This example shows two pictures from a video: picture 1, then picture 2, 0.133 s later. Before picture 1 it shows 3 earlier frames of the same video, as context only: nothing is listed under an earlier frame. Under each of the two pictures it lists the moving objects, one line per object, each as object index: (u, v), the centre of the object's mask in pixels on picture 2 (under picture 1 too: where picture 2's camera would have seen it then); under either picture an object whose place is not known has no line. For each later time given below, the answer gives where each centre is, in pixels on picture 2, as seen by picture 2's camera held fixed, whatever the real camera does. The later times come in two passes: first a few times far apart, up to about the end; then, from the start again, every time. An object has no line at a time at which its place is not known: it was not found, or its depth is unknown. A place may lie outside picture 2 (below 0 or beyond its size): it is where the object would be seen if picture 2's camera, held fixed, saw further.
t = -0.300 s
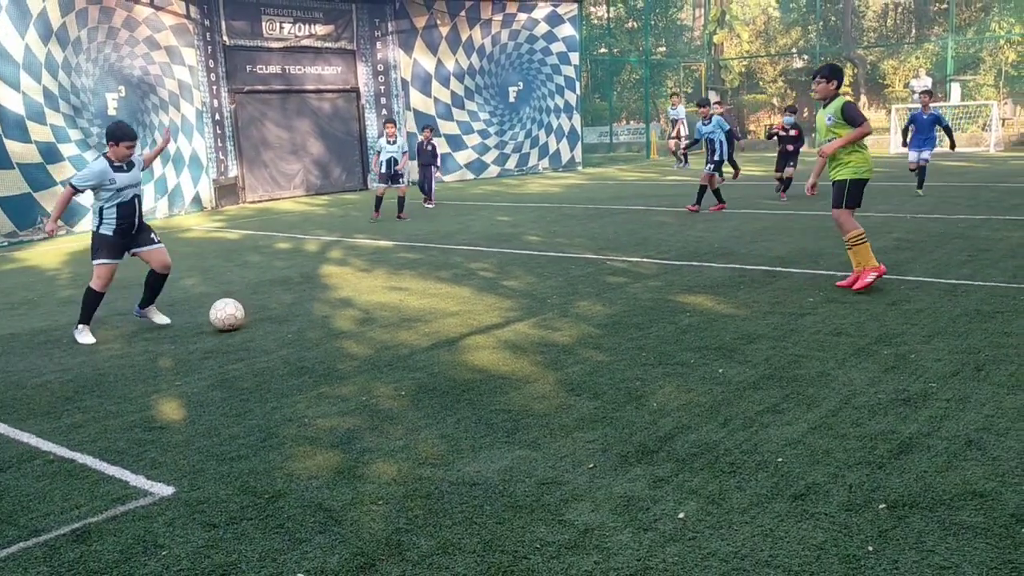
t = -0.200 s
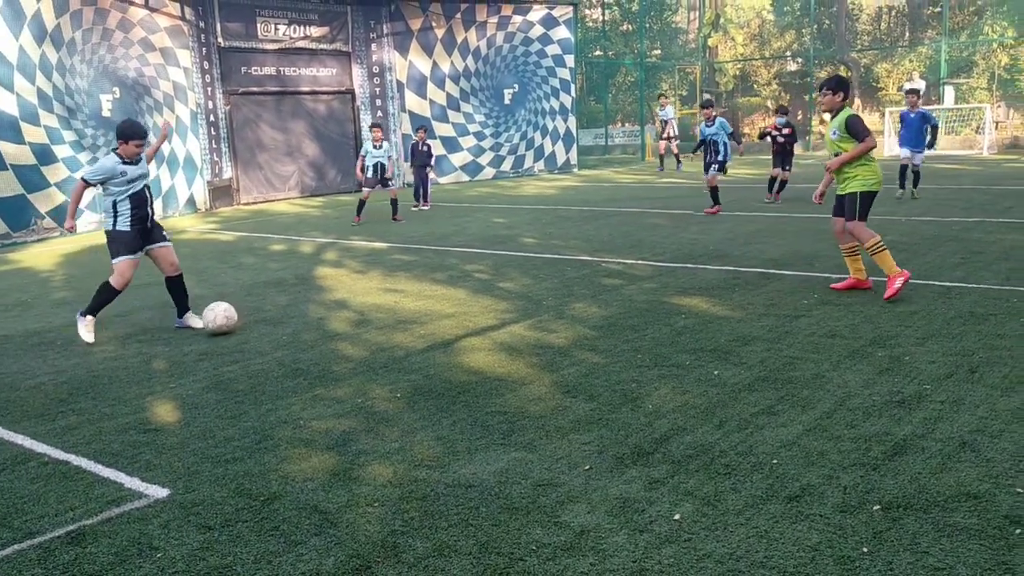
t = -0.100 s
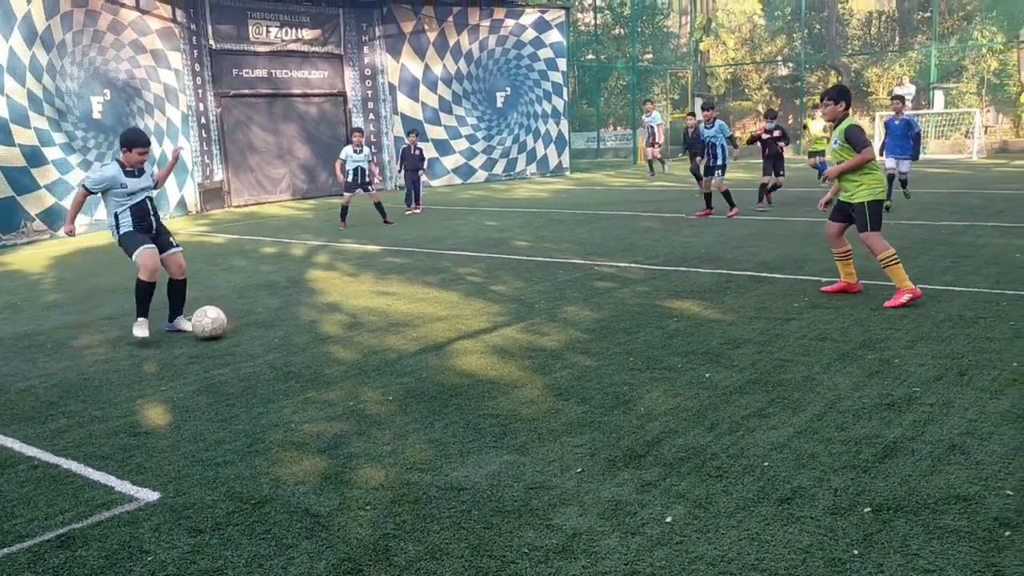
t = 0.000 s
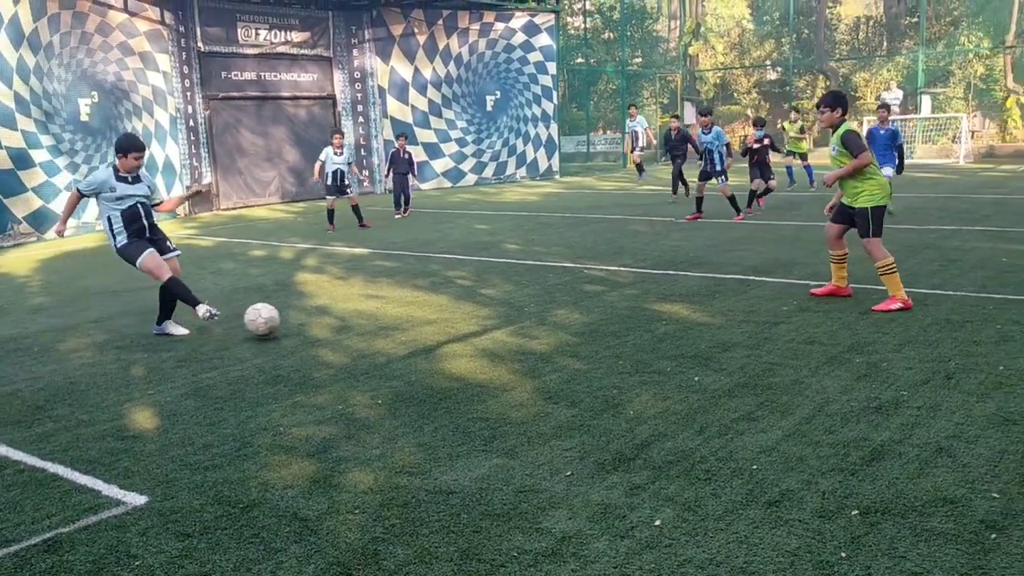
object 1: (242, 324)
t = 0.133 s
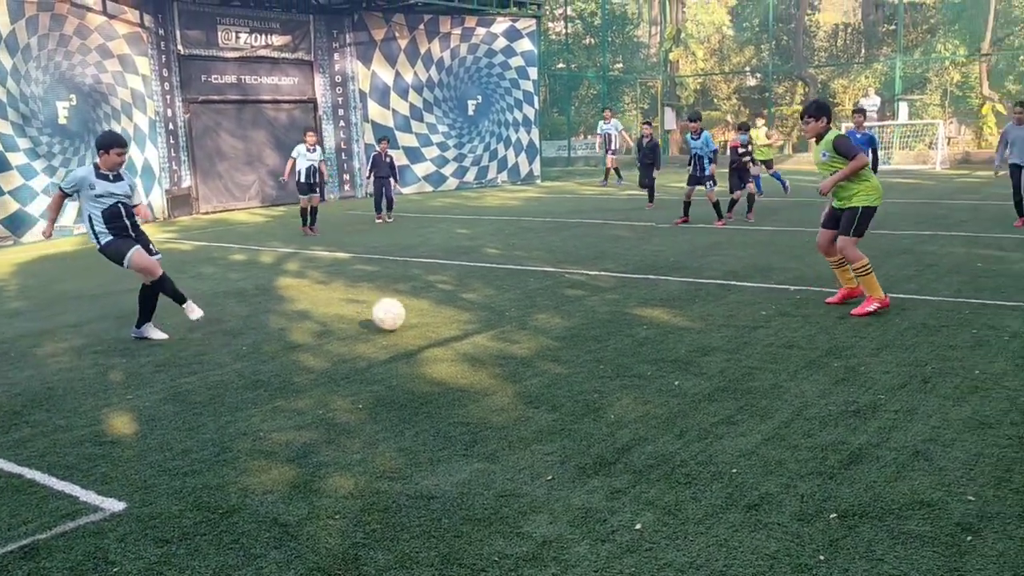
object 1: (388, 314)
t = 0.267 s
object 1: (515, 309)
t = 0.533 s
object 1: (718, 294)
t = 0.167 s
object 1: (420, 310)
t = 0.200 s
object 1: (452, 308)
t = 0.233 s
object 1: (484, 308)
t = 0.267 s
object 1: (515, 309)
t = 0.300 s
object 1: (543, 307)
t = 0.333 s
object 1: (570, 303)
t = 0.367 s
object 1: (596, 300)
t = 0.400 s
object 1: (622, 299)
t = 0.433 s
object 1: (649, 300)
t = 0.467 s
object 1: (675, 301)
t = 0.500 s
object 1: (696, 296)
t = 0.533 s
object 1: (718, 294)
